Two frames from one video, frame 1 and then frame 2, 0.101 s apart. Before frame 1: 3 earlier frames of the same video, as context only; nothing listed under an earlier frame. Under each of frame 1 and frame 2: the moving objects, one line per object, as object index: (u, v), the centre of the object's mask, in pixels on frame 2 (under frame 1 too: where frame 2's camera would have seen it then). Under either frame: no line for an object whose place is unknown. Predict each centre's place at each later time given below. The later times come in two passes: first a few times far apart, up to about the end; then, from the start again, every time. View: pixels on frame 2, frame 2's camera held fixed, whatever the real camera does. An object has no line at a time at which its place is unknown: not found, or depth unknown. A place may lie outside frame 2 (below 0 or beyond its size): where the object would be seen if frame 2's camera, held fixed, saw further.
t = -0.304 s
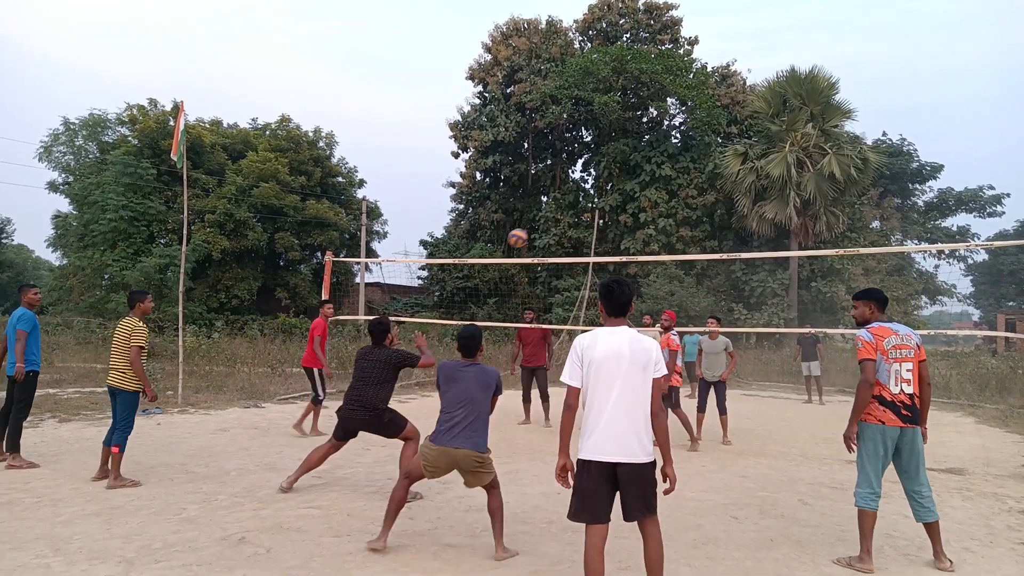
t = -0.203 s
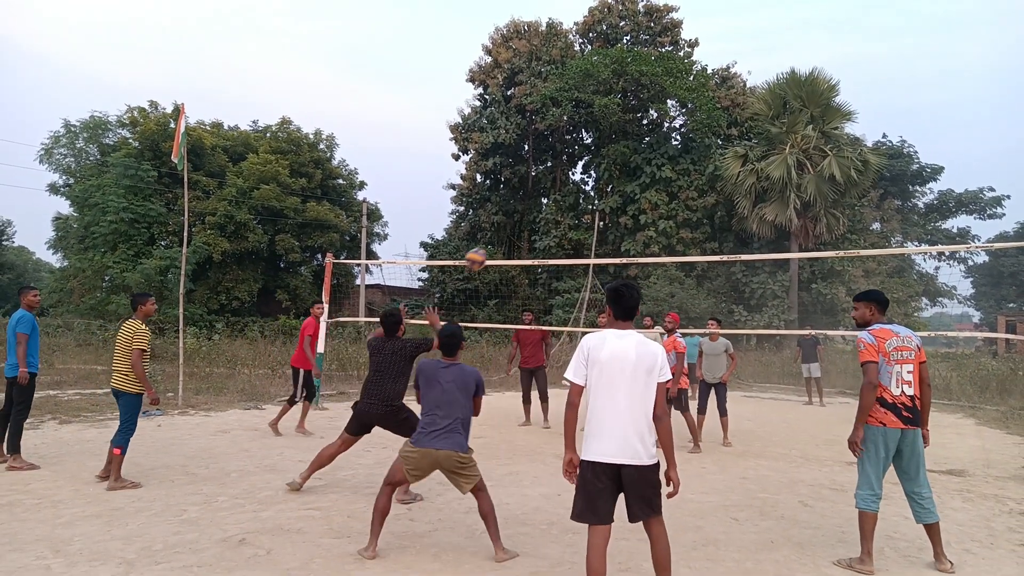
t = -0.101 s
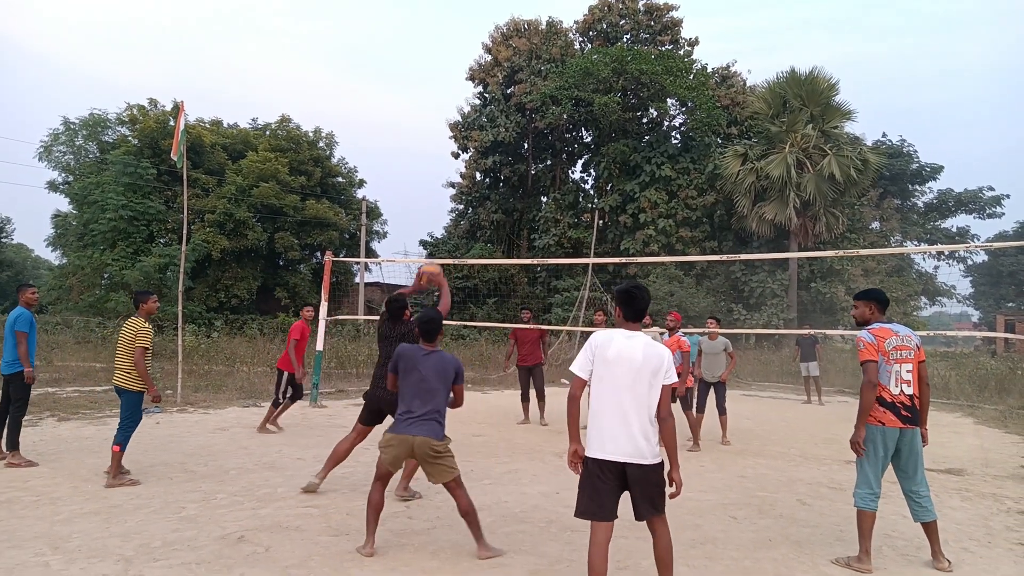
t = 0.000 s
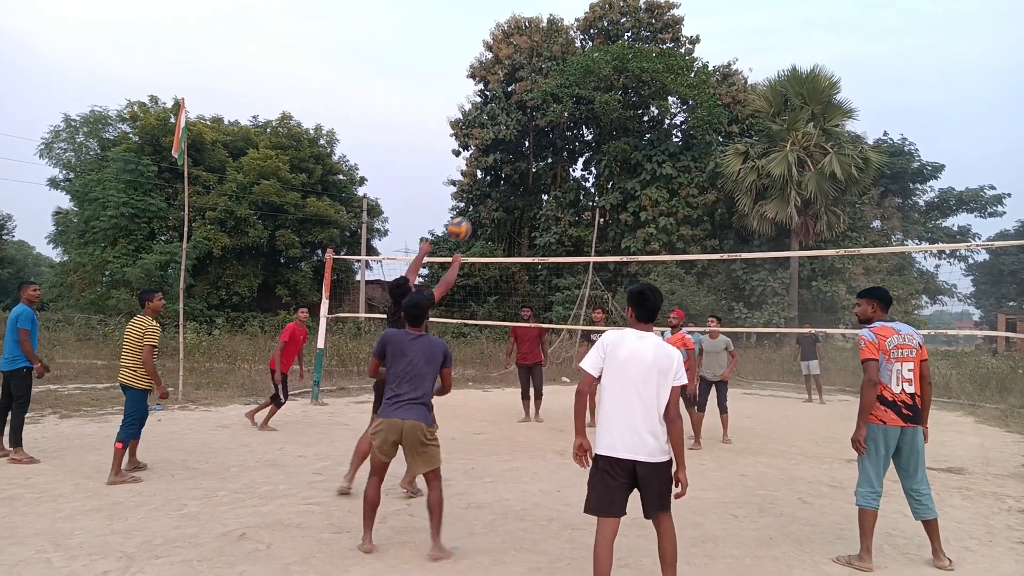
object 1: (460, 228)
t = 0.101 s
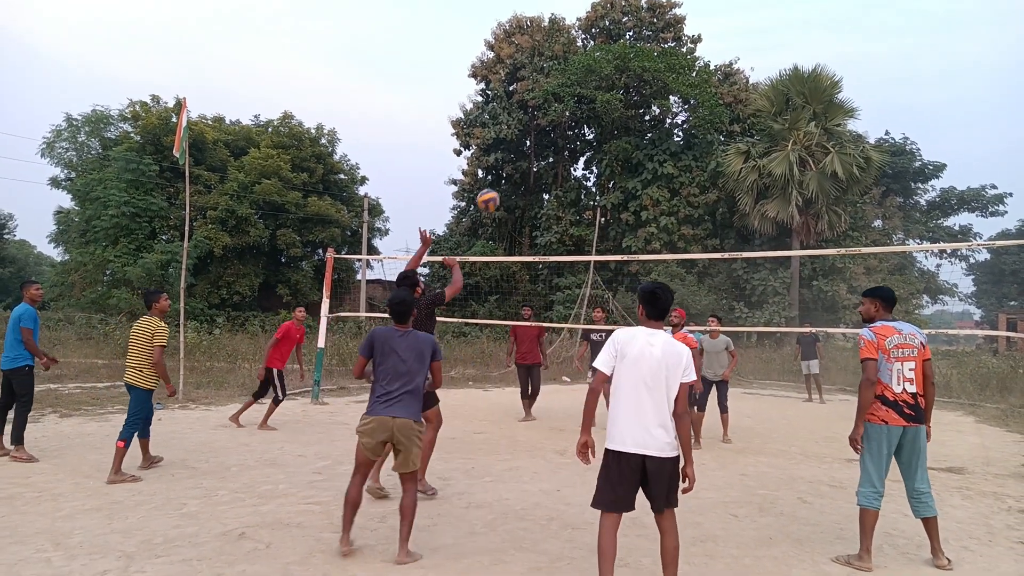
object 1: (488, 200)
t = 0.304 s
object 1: (536, 178)
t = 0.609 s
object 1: (594, 215)
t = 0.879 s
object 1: (631, 305)
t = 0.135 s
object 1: (497, 193)
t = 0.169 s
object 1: (505, 188)
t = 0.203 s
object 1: (513, 184)
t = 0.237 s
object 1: (521, 181)
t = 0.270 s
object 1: (528, 179)
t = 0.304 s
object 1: (536, 178)
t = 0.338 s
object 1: (543, 178)
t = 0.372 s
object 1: (550, 180)
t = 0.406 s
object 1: (557, 182)
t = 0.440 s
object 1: (563, 186)
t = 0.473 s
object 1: (570, 190)
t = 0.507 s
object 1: (576, 195)
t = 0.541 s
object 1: (582, 201)
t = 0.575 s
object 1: (588, 208)
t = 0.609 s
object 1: (594, 215)
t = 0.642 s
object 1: (600, 224)
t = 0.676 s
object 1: (606, 234)
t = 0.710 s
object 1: (611, 244)
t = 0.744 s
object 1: (616, 255)
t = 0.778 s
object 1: (621, 267)
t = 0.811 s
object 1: (626, 279)
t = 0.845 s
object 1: (630, 291)
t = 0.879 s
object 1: (631, 305)
